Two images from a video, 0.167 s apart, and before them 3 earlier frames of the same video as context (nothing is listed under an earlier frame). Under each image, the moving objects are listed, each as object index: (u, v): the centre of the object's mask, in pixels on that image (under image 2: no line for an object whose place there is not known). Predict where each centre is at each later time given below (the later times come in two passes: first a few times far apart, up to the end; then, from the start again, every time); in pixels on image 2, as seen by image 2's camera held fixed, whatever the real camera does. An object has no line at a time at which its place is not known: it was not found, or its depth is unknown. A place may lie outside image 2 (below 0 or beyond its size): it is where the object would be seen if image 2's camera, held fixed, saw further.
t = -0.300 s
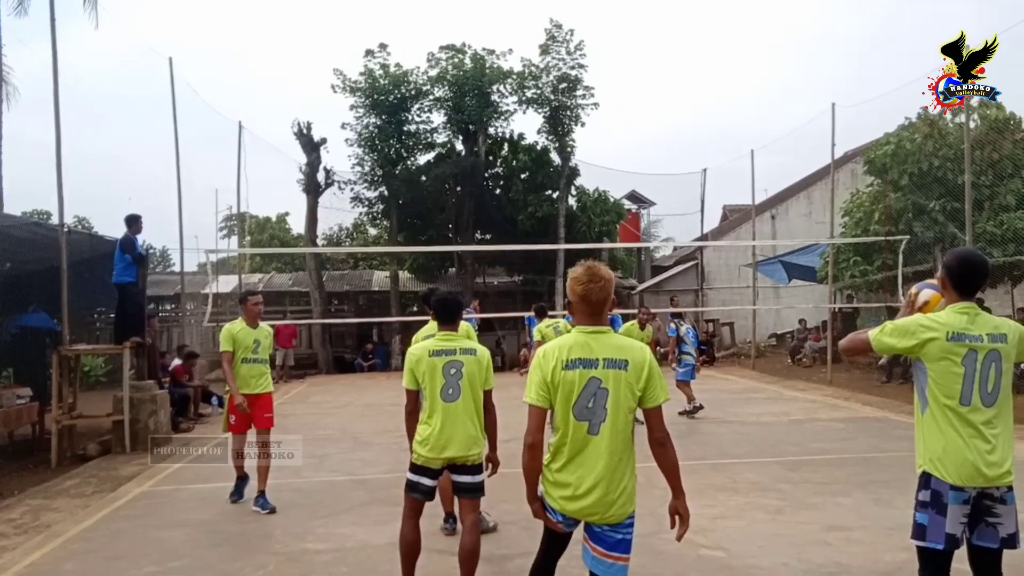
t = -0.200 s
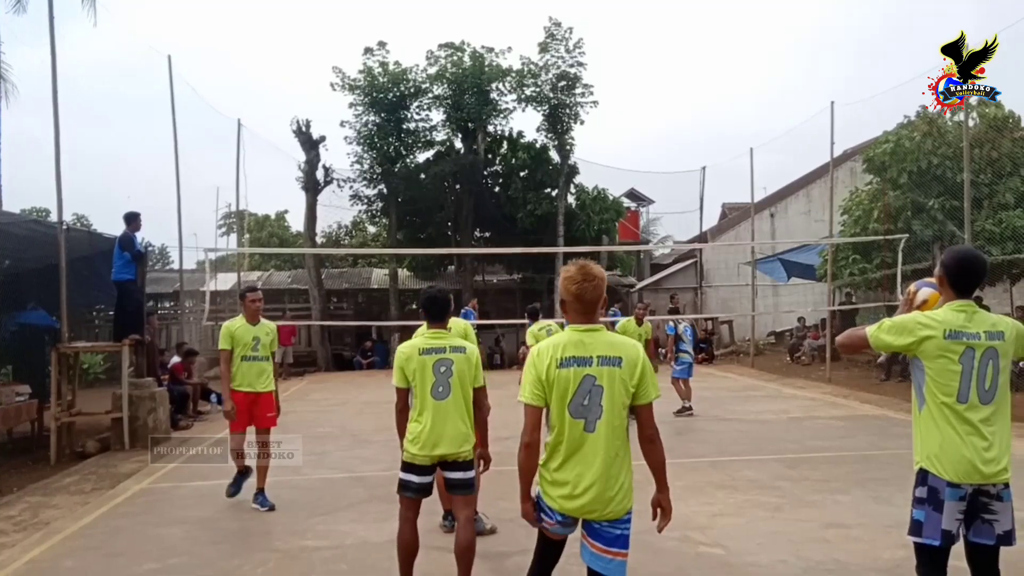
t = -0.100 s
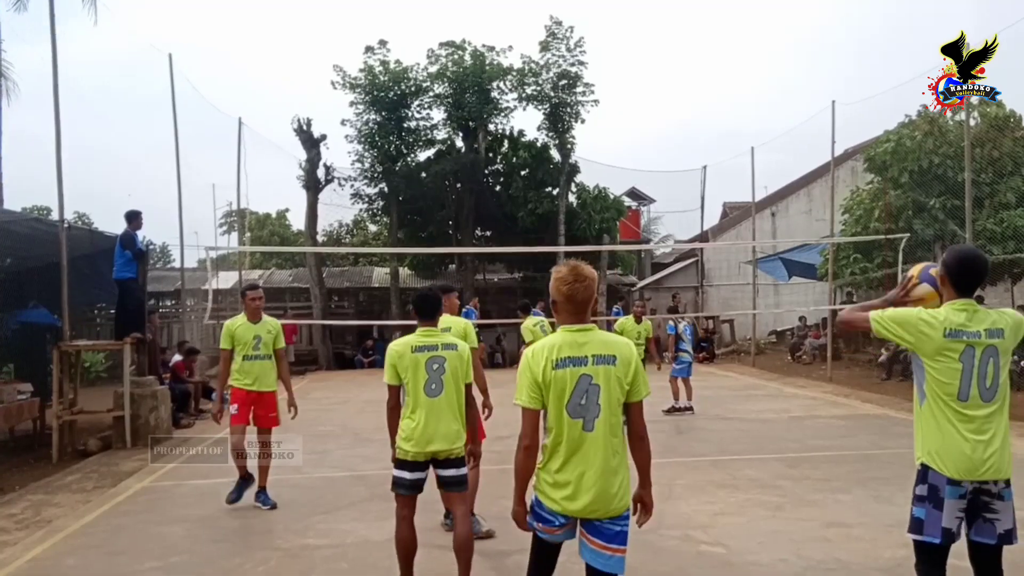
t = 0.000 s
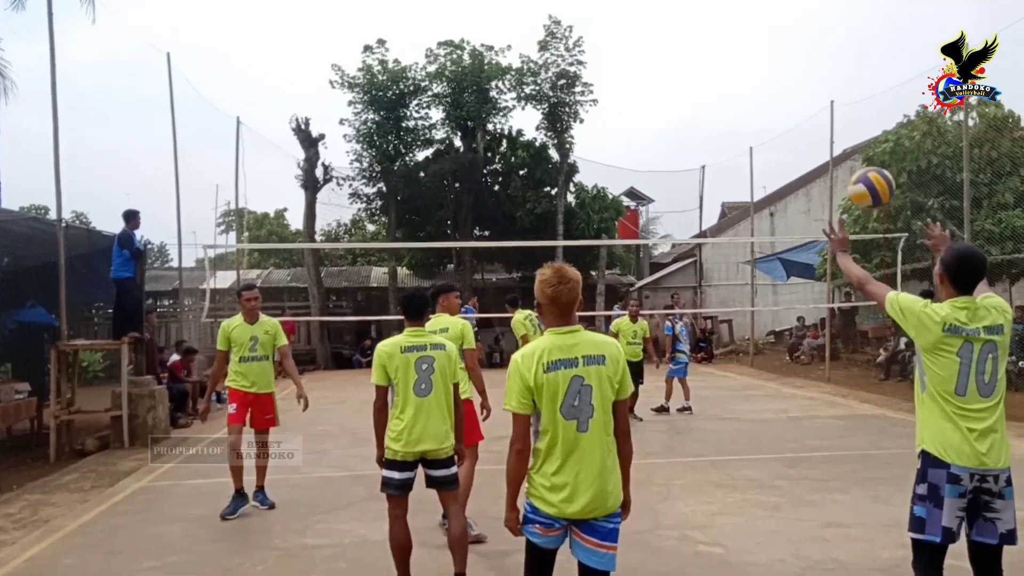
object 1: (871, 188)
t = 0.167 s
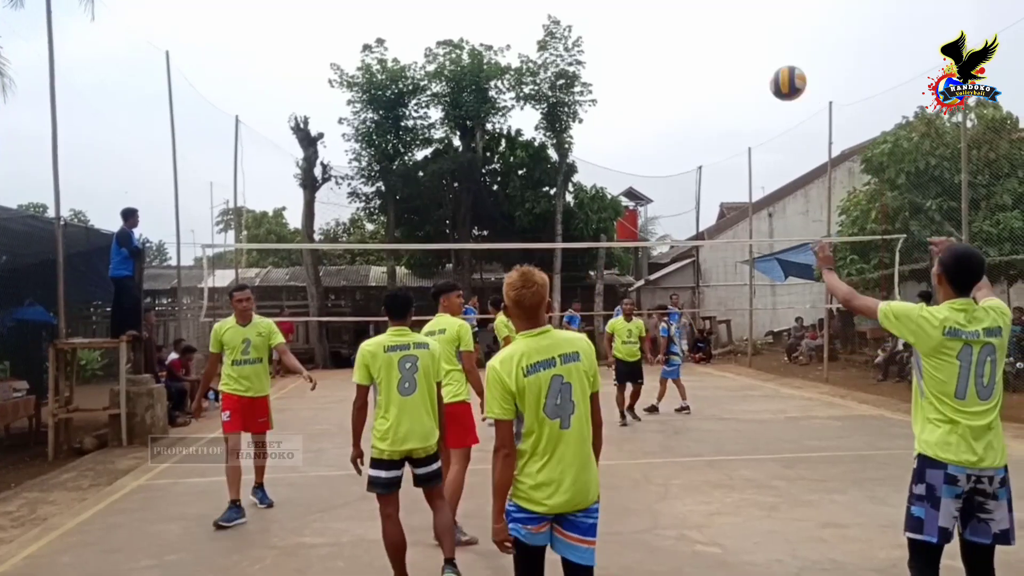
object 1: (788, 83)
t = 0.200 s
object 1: (776, 72)
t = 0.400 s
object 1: (718, 51)
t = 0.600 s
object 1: (678, 81)
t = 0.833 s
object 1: (646, 157)
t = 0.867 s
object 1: (642, 171)
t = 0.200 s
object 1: (776, 72)
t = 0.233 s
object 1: (765, 64)
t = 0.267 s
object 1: (754, 58)
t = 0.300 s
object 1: (744, 53)
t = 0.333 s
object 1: (734, 51)
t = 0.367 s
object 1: (726, 50)
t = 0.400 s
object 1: (718, 51)
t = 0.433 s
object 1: (710, 53)
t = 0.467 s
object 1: (703, 56)
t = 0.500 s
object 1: (696, 60)
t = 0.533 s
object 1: (690, 66)
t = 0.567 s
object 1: (684, 73)
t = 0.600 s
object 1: (678, 81)
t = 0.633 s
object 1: (673, 90)
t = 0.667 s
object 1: (668, 99)
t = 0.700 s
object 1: (663, 109)
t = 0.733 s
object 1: (658, 121)
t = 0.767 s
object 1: (655, 132)
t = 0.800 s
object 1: (650, 145)
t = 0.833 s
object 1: (646, 157)
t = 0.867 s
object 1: (642, 171)
